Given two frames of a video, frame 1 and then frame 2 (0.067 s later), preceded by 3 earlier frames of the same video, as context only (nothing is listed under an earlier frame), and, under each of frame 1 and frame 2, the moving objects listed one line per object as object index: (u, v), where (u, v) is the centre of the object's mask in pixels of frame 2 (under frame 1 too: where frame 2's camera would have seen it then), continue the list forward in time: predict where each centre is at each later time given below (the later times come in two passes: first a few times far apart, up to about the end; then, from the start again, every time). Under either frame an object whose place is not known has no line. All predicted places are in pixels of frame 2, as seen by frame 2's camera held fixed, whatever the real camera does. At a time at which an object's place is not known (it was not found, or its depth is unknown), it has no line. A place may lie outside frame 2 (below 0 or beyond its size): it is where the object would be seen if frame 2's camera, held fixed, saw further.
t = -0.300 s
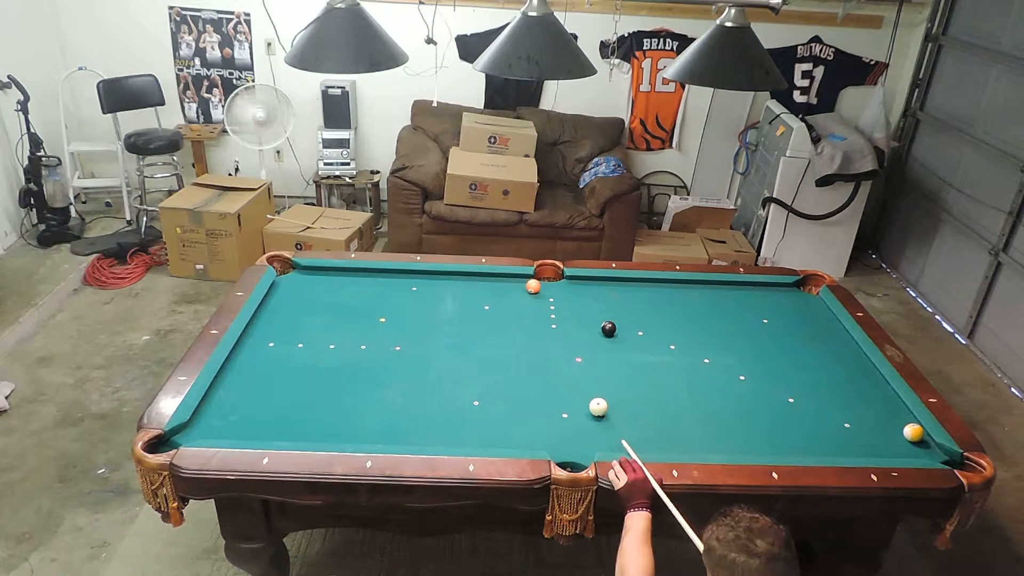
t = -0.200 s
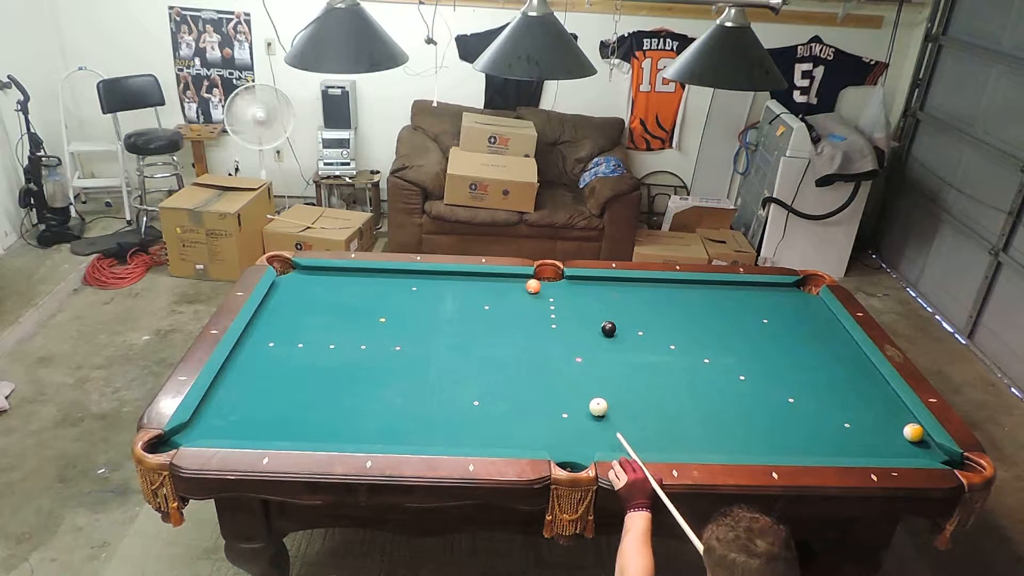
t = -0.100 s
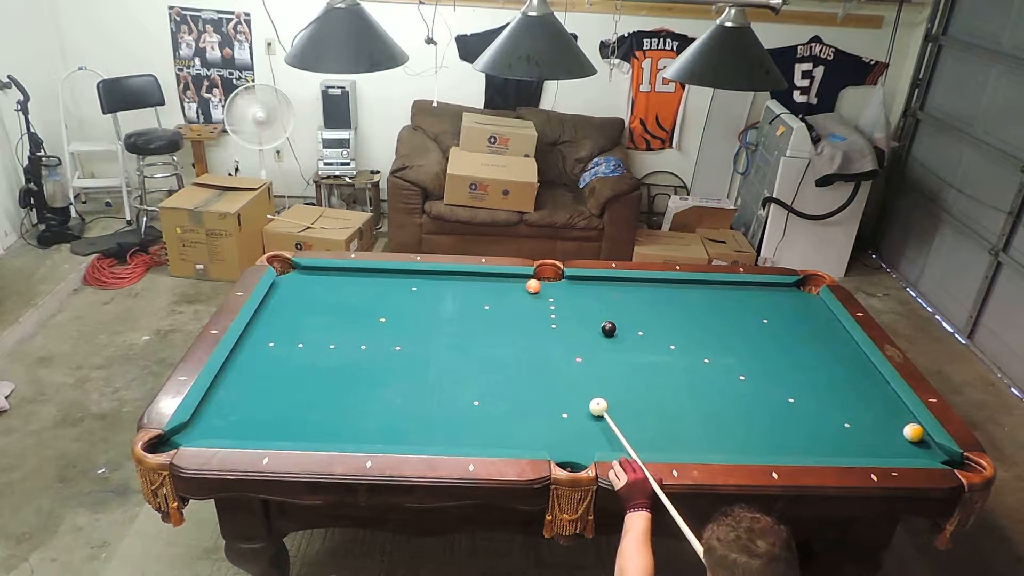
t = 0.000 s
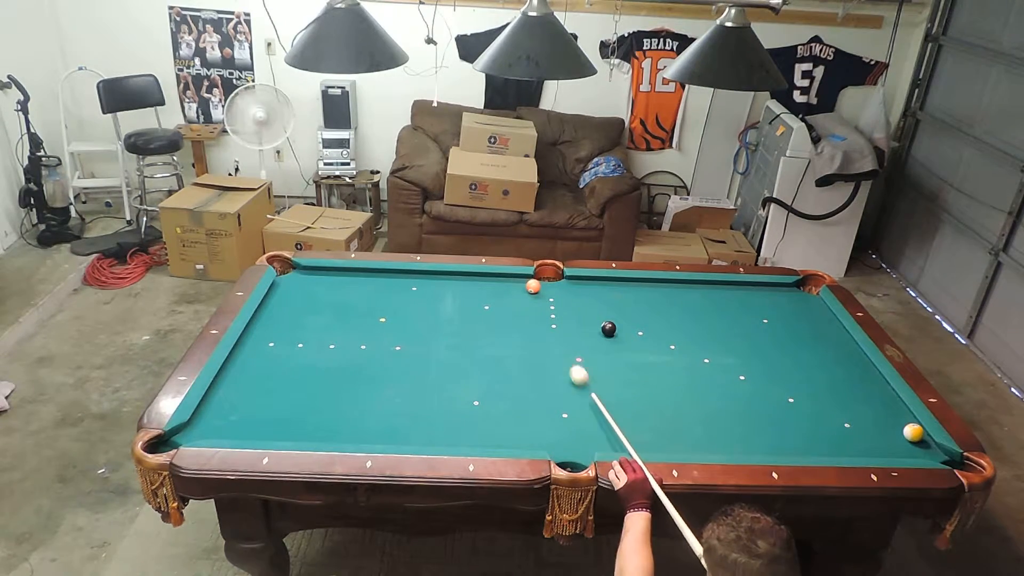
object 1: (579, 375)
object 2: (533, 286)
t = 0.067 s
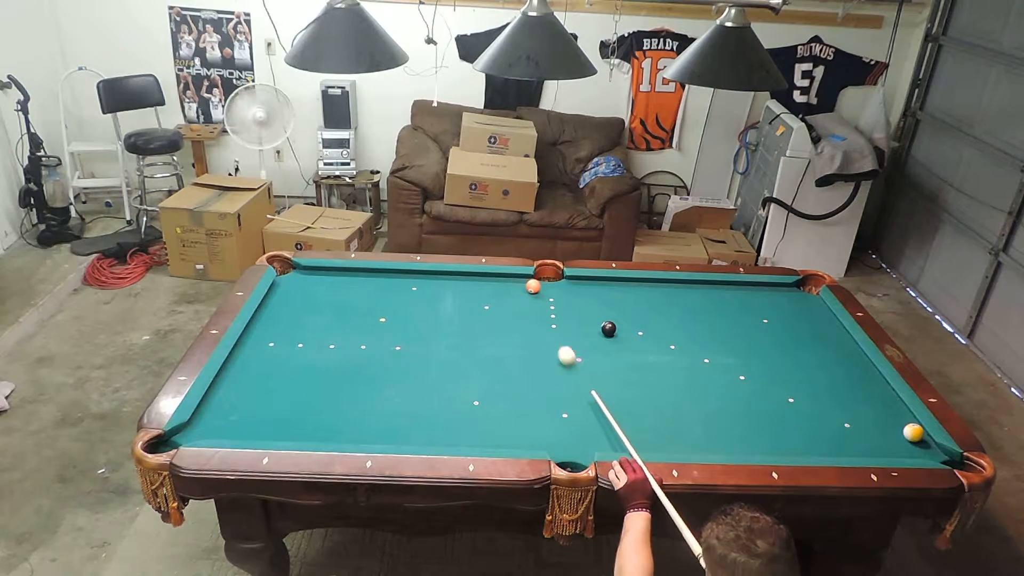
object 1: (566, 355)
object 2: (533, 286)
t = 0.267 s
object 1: (537, 307)
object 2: (533, 286)
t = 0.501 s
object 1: (491, 279)
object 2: (546, 274)
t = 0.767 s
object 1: (448, 285)
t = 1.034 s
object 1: (407, 295)
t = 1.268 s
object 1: (370, 304)
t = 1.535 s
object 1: (327, 314)
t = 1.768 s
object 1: (290, 323)
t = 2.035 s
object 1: (250, 333)
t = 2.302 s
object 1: (268, 345)
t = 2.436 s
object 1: (276, 350)
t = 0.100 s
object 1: (561, 347)
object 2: (533, 286)
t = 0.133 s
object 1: (556, 338)
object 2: (533, 286)
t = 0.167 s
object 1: (551, 330)
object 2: (533, 286)
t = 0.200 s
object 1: (546, 322)
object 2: (533, 286)
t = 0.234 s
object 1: (541, 314)
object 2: (533, 286)
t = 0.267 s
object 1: (537, 307)
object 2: (533, 286)
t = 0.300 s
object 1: (532, 300)
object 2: (533, 286)
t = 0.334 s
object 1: (528, 293)
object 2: (534, 285)
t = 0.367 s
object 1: (520, 290)
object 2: (536, 283)
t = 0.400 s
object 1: (513, 288)
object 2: (539, 279)
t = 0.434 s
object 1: (505, 285)
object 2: (542, 276)
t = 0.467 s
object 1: (498, 282)
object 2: (544, 274)
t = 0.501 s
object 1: (491, 279)
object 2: (546, 274)
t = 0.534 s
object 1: (485, 277)
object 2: (548, 275)
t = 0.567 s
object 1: (479, 277)
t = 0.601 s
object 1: (474, 278)
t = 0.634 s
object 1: (469, 280)
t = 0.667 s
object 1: (464, 281)
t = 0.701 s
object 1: (459, 282)
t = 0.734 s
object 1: (453, 284)
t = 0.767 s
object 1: (448, 285)
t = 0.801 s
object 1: (443, 286)
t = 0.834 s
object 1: (438, 287)
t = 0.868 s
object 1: (433, 289)
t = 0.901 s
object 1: (428, 290)
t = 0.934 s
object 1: (422, 291)
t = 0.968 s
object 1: (417, 293)
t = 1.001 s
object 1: (412, 294)
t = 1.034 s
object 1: (407, 295)
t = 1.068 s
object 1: (402, 296)
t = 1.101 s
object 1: (396, 298)
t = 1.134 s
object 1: (391, 299)
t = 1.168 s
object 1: (386, 300)
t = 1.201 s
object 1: (380, 302)
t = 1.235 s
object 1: (375, 303)
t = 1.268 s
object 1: (370, 304)
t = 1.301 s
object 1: (364, 305)
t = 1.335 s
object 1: (359, 307)
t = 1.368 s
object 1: (354, 308)
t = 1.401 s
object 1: (349, 309)
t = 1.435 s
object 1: (343, 311)
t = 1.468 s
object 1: (338, 312)
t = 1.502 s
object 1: (333, 313)
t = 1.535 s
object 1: (327, 314)
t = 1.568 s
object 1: (322, 316)
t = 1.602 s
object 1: (317, 317)
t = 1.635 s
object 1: (311, 318)
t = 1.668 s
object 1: (306, 319)
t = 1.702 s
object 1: (301, 321)
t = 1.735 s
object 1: (295, 322)
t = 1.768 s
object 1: (290, 323)
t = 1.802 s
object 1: (284, 325)
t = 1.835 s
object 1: (279, 326)
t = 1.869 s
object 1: (274, 327)
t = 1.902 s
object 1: (268, 328)
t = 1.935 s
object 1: (263, 329)
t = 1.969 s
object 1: (257, 331)
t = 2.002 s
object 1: (252, 332)
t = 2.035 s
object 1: (250, 333)
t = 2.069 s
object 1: (252, 335)
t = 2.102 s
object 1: (255, 336)
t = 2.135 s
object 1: (257, 338)
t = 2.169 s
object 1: (259, 339)
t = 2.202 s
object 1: (261, 340)
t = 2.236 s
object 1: (264, 342)
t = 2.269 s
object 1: (266, 343)
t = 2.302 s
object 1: (268, 345)
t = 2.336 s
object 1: (270, 346)
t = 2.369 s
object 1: (272, 347)
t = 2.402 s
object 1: (274, 349)
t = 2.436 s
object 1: (276, 350)
